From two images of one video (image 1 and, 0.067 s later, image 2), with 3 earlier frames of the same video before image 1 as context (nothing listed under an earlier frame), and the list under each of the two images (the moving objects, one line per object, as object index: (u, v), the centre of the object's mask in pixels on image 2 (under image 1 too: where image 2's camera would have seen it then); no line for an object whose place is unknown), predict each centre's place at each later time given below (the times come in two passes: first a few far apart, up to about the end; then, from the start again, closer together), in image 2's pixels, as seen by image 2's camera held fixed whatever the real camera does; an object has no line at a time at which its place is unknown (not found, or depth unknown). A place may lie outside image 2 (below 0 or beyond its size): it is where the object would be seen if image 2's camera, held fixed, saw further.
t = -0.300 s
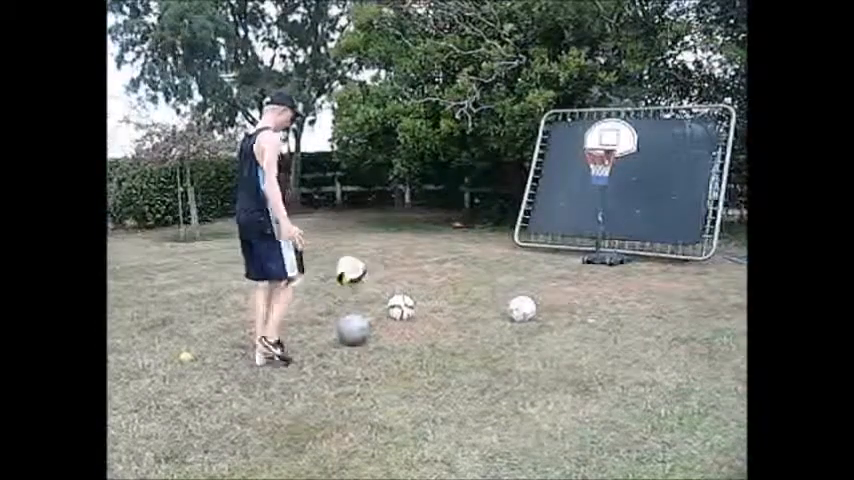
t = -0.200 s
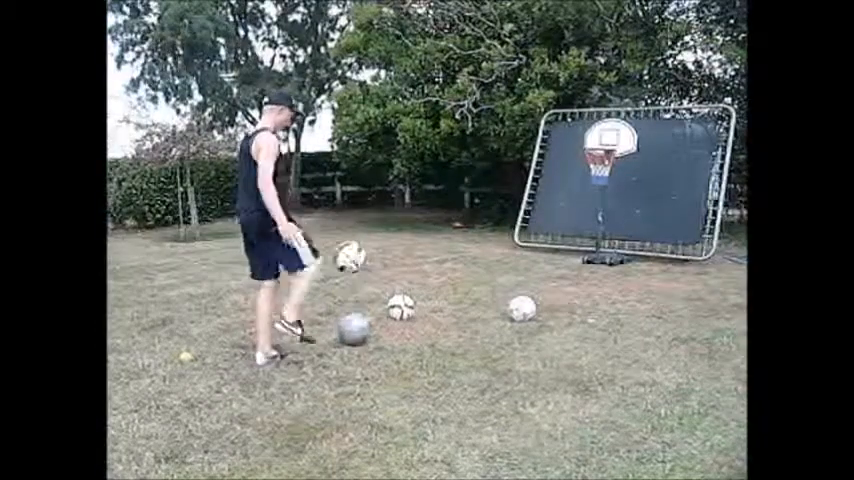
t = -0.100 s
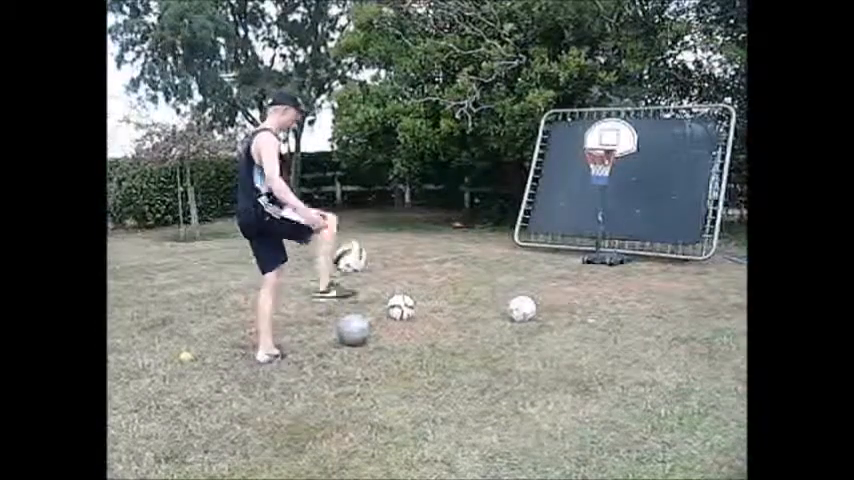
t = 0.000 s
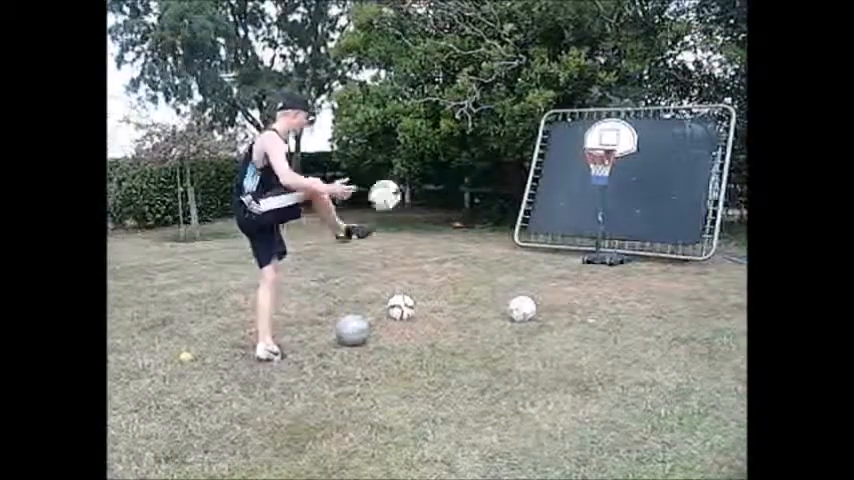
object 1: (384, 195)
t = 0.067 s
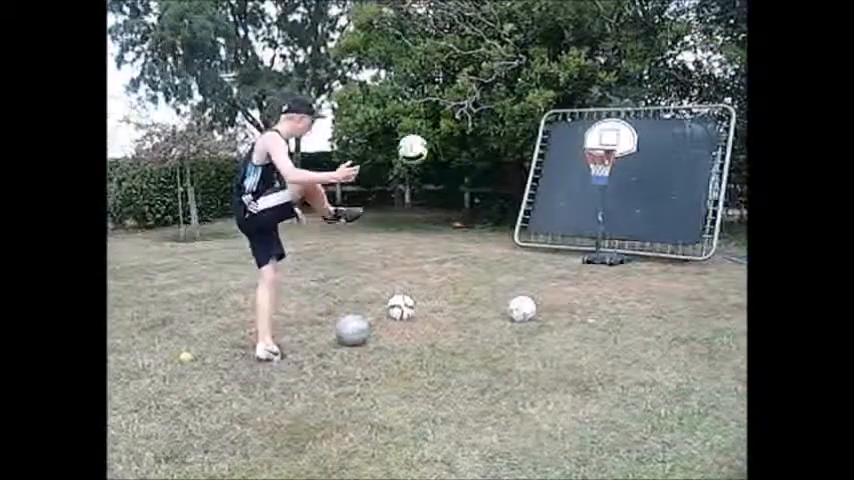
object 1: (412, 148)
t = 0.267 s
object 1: (478, 71)
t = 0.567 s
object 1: (546, 65)
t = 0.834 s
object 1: (587, 119)
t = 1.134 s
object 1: (597, 160)
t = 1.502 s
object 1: (583, 247)
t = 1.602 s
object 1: (580, 253)
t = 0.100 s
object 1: (425, 129)
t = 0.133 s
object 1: (437, 111)
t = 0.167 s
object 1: (447, 100)
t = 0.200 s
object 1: (457, 87)
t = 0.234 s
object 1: (468, 78)
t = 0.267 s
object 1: (478, 71)
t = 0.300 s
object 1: (487, 66)
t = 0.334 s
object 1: (495, 60)
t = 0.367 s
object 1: (504, 57)
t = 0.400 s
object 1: (512, 56)
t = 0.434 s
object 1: (520, 56)
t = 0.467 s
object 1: (526, 57)
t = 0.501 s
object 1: (533, 58)
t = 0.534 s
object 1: (540, 62)
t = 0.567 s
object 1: (546, 65)
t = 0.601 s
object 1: (551, 69)
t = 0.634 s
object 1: (557, 74)
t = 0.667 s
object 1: (562, 79)
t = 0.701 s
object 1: (568, 86)
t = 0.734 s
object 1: (573, 94)
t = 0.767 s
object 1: (578, 101)
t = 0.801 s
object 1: (583, 110)
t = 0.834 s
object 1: (587, 119)
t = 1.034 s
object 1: (597, 153)
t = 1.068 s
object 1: (597, 154)
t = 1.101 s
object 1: (597, 158)
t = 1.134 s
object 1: (597, 160)
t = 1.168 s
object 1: (595, 167)
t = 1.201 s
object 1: (595, 169)
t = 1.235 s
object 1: (592, 177)
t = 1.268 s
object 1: (591, 183)
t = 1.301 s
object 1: (590, 190)
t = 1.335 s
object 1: (589, 198)
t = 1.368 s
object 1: (587, 206)
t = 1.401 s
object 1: (586, 215)
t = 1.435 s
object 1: (584, 224)
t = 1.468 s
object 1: (583, 234)
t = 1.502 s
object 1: (583, 247)
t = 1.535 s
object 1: (581, 260)
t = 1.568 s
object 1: (582, 261)
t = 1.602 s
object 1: (580, 253)
